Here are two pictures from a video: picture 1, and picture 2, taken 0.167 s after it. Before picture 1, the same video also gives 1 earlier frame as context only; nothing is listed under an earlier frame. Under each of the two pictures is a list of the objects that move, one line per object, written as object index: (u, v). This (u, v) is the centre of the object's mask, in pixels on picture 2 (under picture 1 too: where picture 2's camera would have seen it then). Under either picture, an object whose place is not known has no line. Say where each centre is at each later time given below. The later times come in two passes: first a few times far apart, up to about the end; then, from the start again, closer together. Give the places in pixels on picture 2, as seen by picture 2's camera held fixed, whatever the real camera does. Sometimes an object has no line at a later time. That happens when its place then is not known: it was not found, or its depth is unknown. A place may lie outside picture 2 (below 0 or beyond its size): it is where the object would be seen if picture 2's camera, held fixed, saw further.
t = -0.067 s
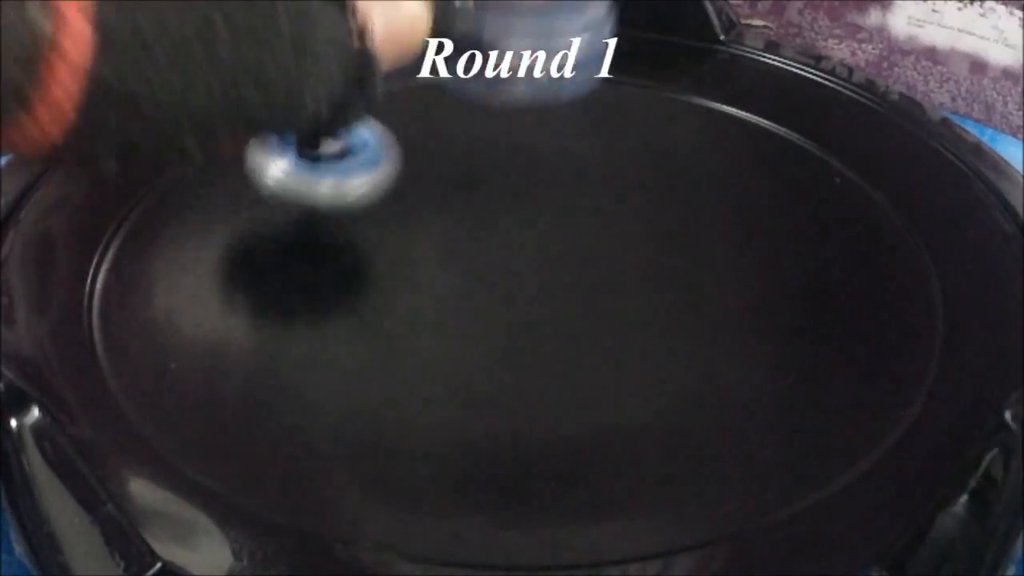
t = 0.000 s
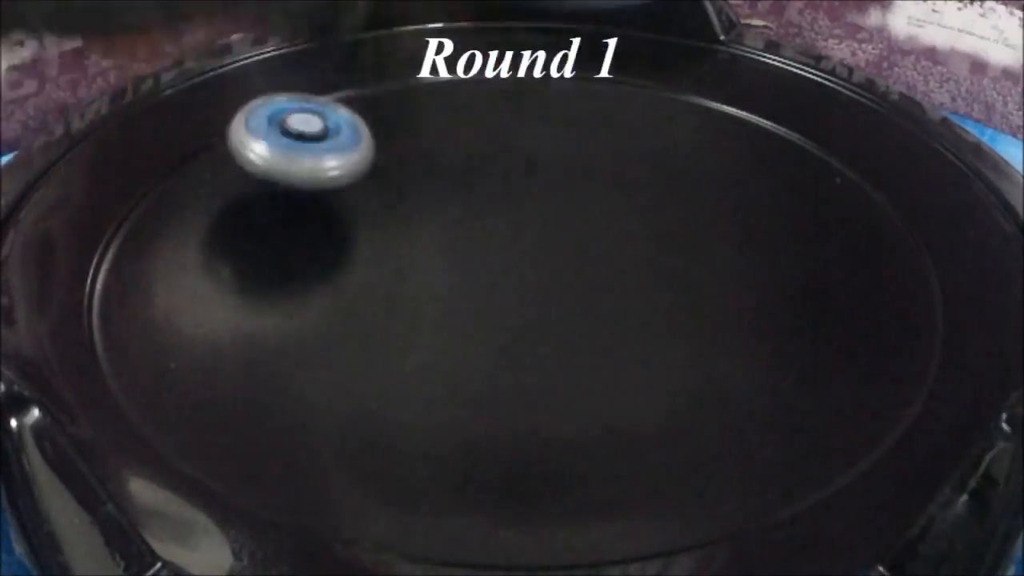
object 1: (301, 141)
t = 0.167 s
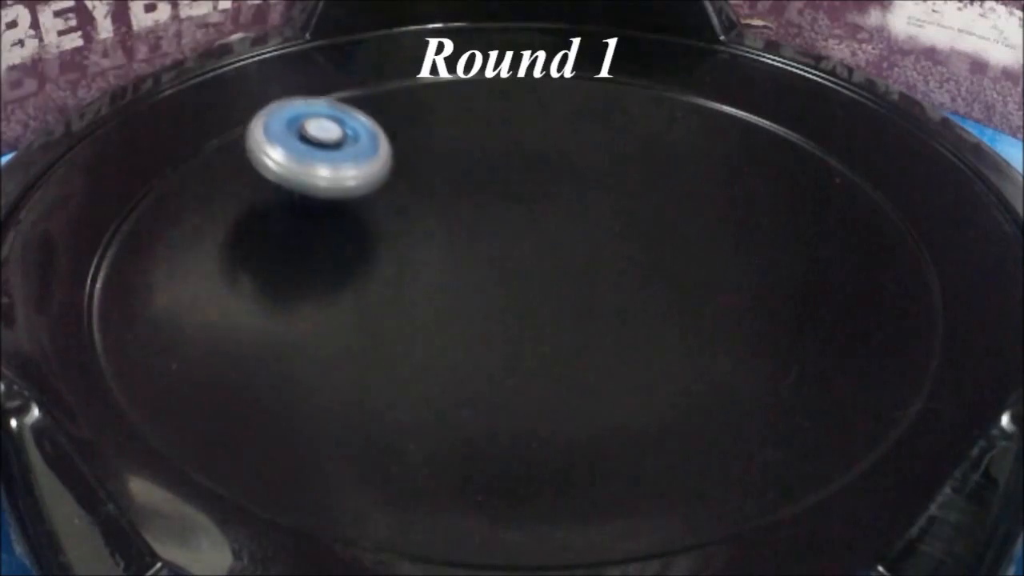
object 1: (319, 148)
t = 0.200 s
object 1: (326, 158)
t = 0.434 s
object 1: (426, 237)
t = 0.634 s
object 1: (531, 245)
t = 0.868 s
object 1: (542, 206)
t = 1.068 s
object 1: (518, 167)
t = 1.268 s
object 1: (497, 151)
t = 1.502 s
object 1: (488, 180)
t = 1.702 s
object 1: (569, 211)
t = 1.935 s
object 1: (585, 227)
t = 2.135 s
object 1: (575, 237)
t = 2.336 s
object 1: (579, 247)
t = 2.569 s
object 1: (590, 258)
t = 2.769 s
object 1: (589, 265)
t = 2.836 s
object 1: (585, 268)
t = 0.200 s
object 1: (326, 158)
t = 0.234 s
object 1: (335, 170)
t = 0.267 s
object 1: (345, 183)
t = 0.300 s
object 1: (357, 196)
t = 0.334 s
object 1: (370, 209)
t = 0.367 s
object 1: (386, 220)
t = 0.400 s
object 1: (405, 230)
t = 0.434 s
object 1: (426, 237)
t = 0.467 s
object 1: (448, 243)
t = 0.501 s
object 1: (468, 246)
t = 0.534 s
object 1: (488, 248)
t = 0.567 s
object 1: (505, 249)
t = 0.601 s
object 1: (519, 248)
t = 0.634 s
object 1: (531, 245)
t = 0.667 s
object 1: (539, 241)
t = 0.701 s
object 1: (545, 236)
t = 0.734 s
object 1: (550, 230)
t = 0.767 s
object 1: (551, 224)
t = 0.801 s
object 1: (549, 218)
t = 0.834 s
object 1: (546, 212)
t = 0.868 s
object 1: (542, 206)
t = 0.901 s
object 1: (538, 199)
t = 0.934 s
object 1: (533, 193)
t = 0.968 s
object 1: (529, 186)
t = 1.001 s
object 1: (525, 179)
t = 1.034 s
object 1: (521, 173)
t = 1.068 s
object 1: (518, 167)
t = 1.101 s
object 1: (515, 162)
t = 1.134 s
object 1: (513, 158)
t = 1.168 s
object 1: (510, 154)
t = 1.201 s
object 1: (506, 152)
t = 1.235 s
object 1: (502, 151)
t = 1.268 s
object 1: (497, 151)
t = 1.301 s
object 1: (491, 152)
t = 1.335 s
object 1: (484, 154)
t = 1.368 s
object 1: (479, 158)
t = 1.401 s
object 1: (476, 162)
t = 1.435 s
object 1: (477, 167)
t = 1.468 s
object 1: (481, 174)
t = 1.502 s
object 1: (488, 180)
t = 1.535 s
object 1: (499, 186)
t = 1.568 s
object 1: (513, 193)
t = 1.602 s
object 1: (529, 199)
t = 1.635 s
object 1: (545, 203)
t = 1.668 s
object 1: (559, 207)
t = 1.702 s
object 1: (569, 211)
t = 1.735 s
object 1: (576, 214)
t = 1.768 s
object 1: (581, 217)
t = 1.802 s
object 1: (585, 219)
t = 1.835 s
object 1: (586, 221)
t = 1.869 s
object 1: (587, 223)
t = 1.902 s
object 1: (586, 225)
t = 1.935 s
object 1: (585, 227)
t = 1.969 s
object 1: (584, 229)
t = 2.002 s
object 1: (582, 231)
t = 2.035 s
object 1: (580, 232)
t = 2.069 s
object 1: (578, 234)
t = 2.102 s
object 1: (576, 236)
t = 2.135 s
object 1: (575, 237)
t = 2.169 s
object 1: (574, 239)
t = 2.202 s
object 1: (574, 241)
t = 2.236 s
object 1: (575, 242)
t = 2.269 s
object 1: (576, 244)
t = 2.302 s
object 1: (577, 245)
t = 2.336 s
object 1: (579, 247)
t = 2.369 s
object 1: (581, 249)
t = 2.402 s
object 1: (583, 250)
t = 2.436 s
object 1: (585, 252)
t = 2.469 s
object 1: (586, 253)
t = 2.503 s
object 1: (588, 255)
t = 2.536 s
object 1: (589, 257)
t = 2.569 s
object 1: (590, 258)
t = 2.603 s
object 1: (591, 260)
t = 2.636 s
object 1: (591, 261)
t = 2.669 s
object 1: (592, 262)
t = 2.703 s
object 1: (591, 263)
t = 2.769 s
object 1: (589, 265)
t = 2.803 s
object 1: (588, 266)
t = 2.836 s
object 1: (585, 268)
